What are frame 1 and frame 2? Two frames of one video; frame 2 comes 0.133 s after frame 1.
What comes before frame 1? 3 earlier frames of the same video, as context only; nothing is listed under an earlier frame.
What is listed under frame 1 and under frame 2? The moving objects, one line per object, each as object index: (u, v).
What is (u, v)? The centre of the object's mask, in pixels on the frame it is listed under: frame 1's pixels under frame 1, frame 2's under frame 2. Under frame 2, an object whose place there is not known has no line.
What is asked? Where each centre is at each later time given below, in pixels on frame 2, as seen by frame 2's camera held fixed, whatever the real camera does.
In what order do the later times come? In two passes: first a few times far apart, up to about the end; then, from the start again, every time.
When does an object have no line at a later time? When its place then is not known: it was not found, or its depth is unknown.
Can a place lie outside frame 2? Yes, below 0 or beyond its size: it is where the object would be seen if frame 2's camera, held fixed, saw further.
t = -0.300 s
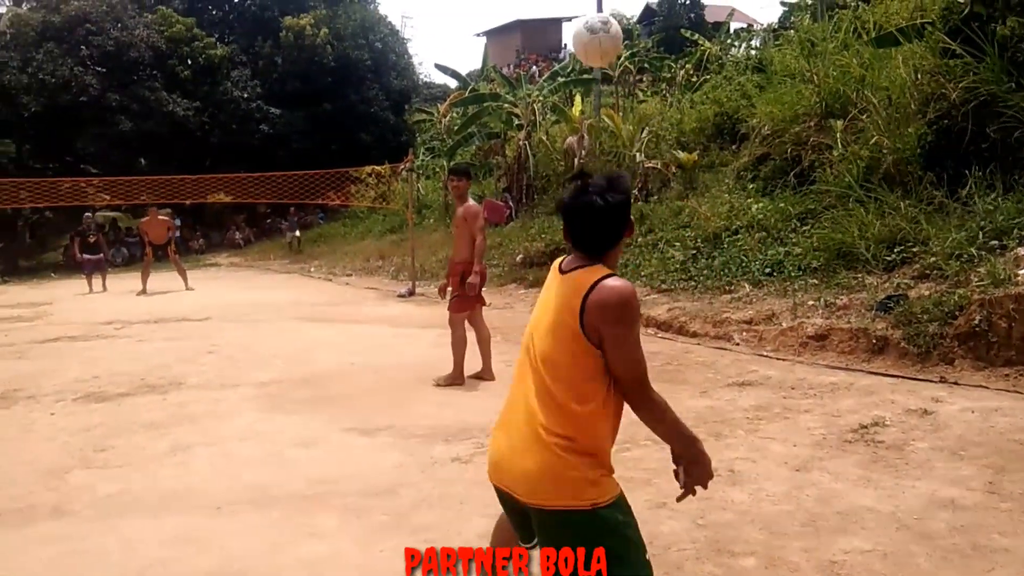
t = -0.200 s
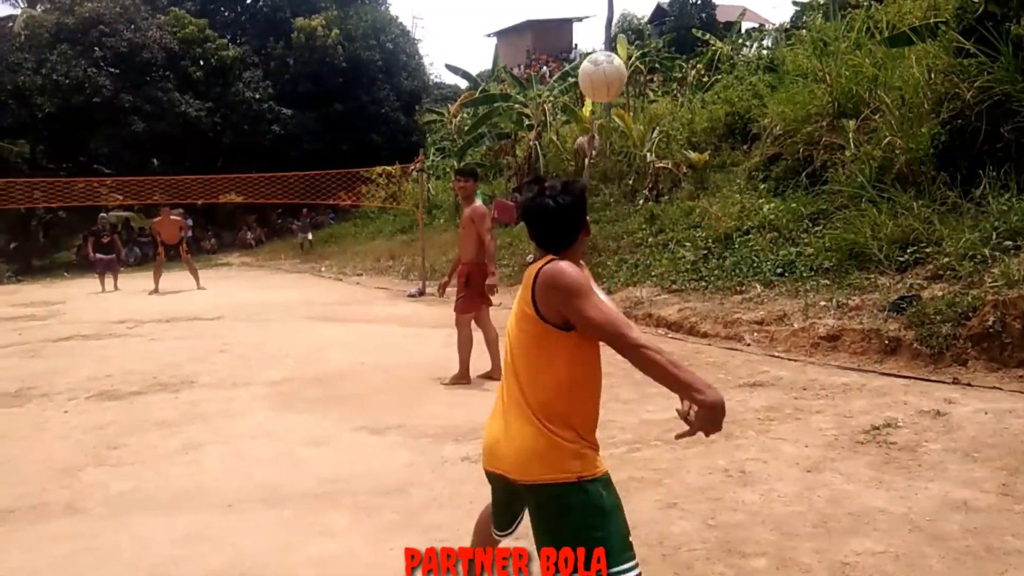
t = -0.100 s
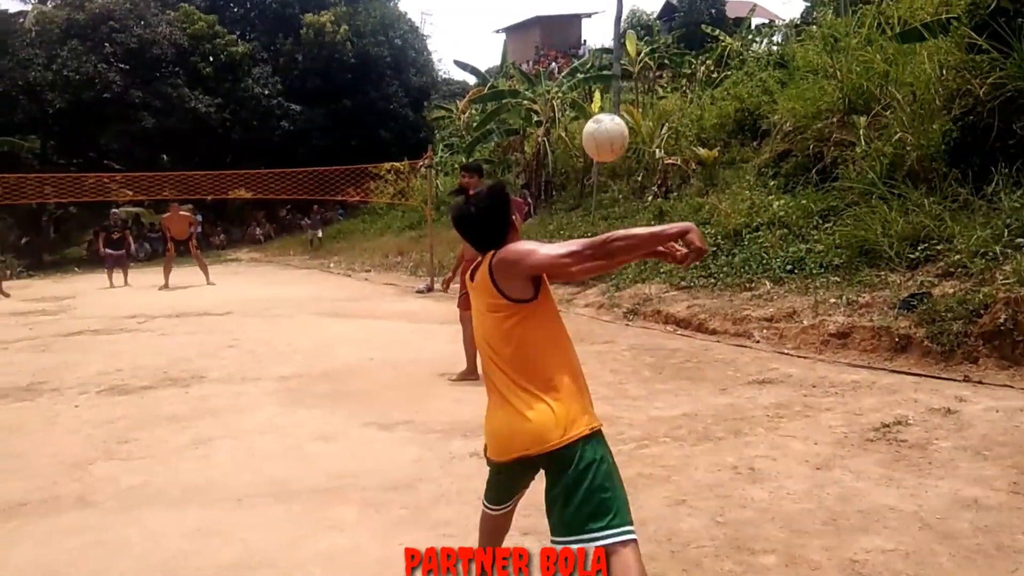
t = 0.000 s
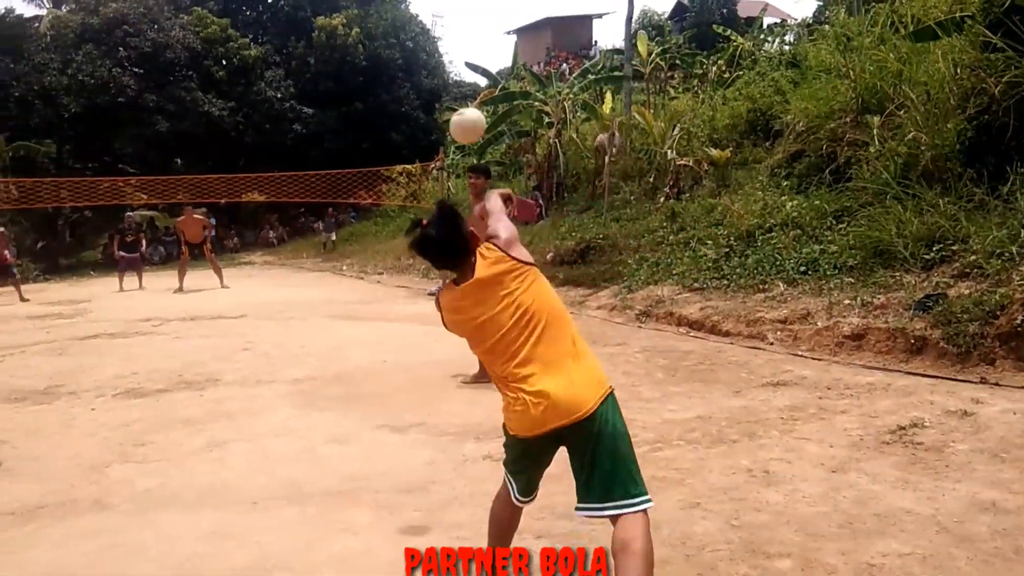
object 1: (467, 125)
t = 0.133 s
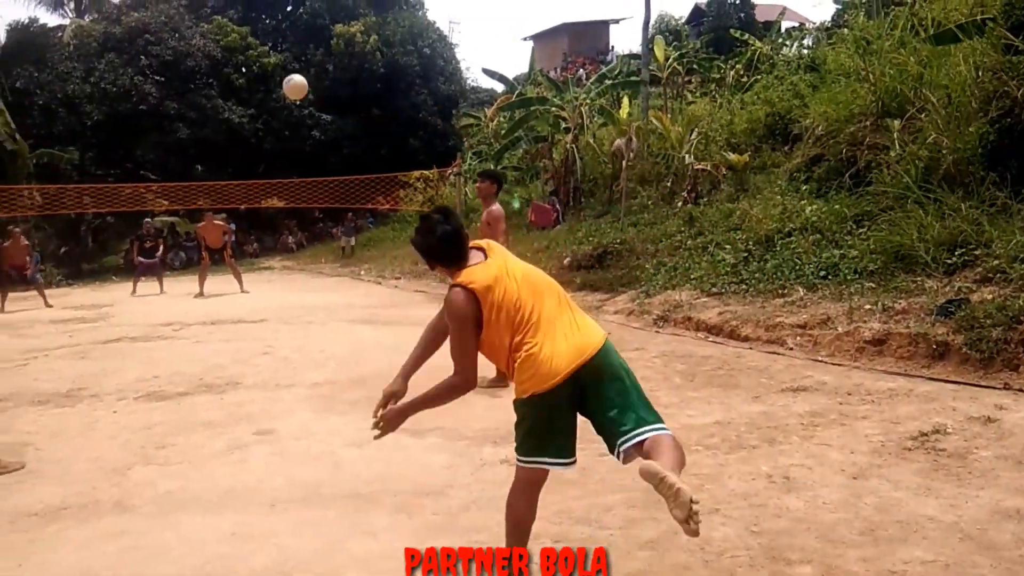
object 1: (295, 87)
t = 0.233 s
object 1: (221, 82)
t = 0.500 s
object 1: (121, 116)
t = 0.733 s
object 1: (82, 167)
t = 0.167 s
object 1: (267, 83)
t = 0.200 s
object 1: (242, 81)
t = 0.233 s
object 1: (221, 82)
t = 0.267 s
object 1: (202, 83)
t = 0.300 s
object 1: (186, 86)
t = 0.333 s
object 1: (172, 89)
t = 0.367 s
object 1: (159, 94)
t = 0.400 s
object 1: (148, 99)
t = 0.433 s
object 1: (138, 104)
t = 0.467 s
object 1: (129, 110)
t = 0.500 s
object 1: (121, 116)
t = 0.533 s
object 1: (114, 123)
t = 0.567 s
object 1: (108, 130)
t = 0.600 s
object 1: (102, 138)
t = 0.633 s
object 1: (96, 145)
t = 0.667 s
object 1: (91, 152)
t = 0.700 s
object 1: (86, 160)
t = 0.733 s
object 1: (82, 167)
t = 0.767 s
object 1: (77, 175)
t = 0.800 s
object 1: (73, 183)
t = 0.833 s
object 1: (69, 192)
